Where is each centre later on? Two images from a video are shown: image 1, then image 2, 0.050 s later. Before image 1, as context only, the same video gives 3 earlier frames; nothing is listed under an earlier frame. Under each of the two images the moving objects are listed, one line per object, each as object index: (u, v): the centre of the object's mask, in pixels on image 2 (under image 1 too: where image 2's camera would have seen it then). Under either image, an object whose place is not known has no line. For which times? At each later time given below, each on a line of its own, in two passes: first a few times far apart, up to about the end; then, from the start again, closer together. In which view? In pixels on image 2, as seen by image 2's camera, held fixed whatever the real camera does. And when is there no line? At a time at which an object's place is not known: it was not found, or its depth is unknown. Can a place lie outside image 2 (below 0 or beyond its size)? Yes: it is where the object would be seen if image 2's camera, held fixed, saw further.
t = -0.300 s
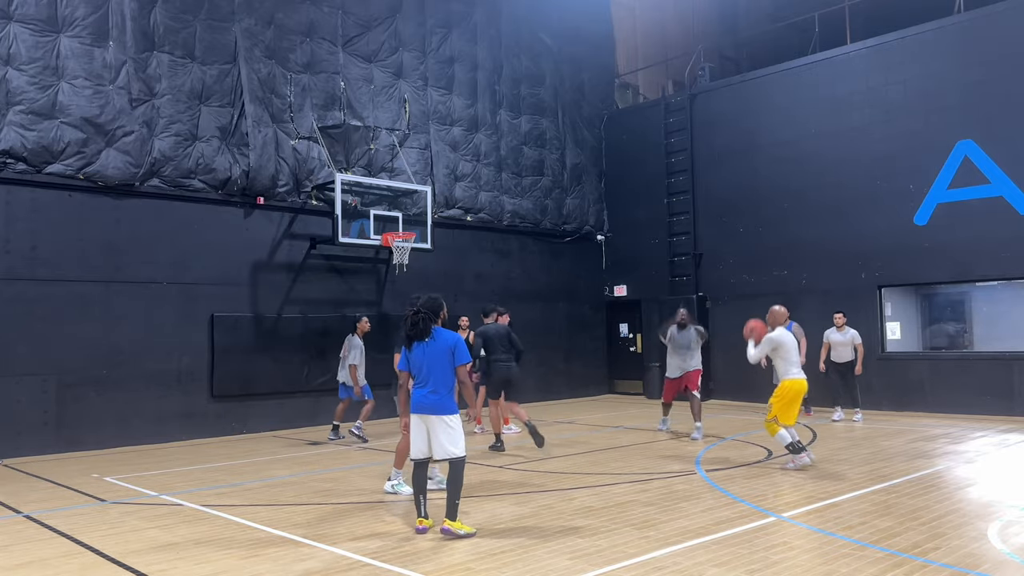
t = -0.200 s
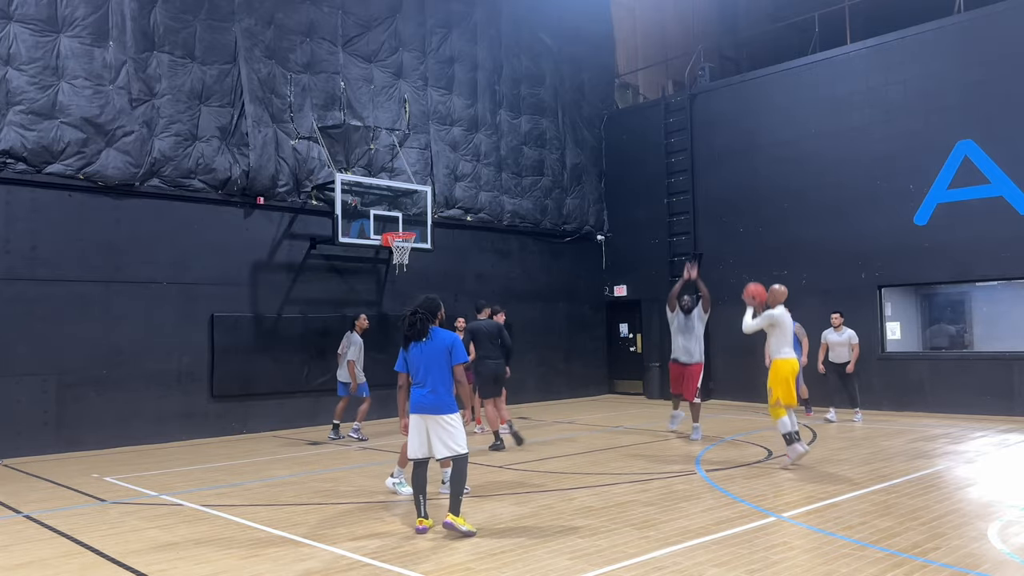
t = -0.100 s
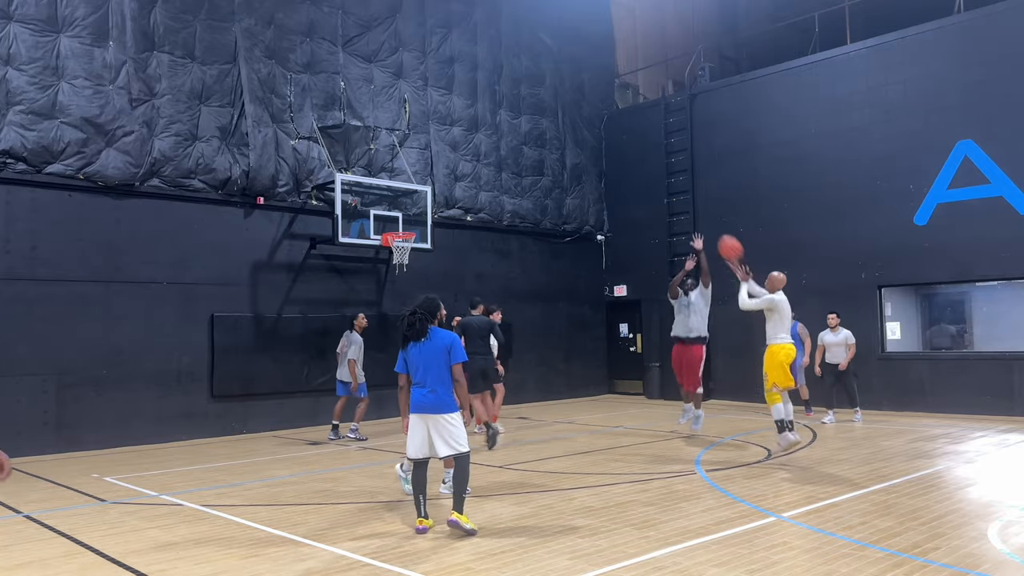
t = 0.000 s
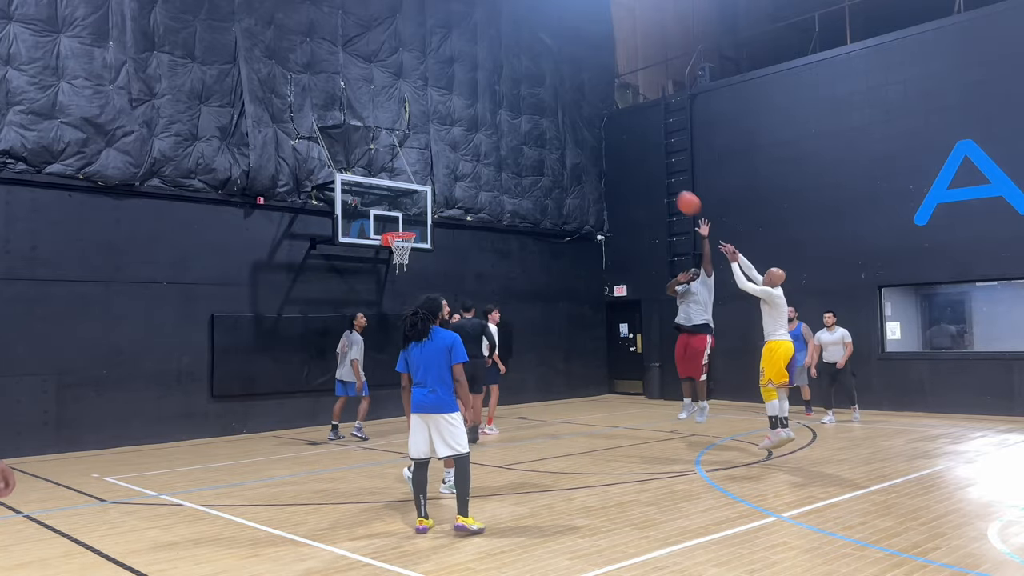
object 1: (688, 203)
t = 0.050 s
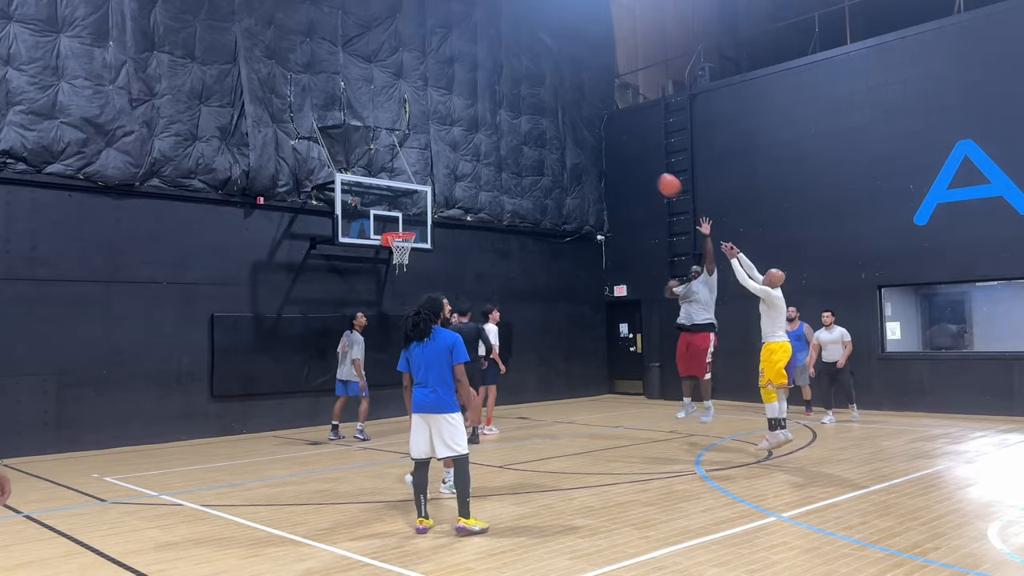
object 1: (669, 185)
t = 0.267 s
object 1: (596, 137)
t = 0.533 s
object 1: (522, 132)
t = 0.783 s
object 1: (465, 170)
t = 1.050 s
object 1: (417, 243)
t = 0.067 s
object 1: (663, 180)
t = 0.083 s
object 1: (656, 175)
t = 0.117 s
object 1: (645, 165)
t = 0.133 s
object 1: (639, 161)
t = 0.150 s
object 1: (633, 158)
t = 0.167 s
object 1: (627, 154)
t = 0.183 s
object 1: (622, 150)
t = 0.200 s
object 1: (616, 147)
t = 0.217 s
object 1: (611, 144)
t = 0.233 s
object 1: (606, 142)
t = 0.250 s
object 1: (601, 139)
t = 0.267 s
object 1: (596, 137)
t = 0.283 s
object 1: (590, 136)
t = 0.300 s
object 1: (586, 134)
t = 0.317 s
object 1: (580, 133)
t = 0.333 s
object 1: (576, 131)
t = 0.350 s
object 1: (571, 130)
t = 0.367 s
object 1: (566, 130)
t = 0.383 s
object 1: (562, 129)
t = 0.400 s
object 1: (557, 129)
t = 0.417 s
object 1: (553, 129)
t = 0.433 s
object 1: (548, 129)
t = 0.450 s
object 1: (543, 129)
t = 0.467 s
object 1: (539, 129)
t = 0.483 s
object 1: (535, 130)
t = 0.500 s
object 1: (530, 131)
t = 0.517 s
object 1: (526, 131)
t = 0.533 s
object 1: (522, 132)
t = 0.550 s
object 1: (518, 134)
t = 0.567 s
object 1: (514, 136)
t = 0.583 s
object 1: (510, 137)
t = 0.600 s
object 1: (506, 139)
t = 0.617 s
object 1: (502, 141)
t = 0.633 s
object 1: (498, 143)
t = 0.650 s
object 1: (495, 145)
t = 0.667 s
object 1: (491, 148)
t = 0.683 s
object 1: (487, 150)
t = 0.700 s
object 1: (483, 154)
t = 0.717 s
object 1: (480, 156)
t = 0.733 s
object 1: (476, 159)
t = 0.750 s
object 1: (473, 163)
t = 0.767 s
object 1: (469, 166)
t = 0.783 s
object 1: (465, 170)
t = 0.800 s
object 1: (462, 173)
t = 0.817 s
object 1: (459, 177)
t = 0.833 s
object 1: (456, 182)
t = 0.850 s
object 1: (452, 185)
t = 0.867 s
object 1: (449, 190)
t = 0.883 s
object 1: (446, 194)
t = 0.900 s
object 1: (442, 199)
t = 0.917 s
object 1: (439, 203)
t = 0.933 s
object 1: (436, 207)
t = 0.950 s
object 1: (433, 212)
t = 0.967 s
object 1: (429, 218)
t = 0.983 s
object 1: (426, 223)
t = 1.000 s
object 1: (423, 228)
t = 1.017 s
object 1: (421, 233)
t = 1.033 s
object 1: (418, 238)
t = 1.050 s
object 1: (417, 243)
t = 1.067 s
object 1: (417, 248)
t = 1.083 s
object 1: (417, 254)
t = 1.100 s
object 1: (416, 258)
